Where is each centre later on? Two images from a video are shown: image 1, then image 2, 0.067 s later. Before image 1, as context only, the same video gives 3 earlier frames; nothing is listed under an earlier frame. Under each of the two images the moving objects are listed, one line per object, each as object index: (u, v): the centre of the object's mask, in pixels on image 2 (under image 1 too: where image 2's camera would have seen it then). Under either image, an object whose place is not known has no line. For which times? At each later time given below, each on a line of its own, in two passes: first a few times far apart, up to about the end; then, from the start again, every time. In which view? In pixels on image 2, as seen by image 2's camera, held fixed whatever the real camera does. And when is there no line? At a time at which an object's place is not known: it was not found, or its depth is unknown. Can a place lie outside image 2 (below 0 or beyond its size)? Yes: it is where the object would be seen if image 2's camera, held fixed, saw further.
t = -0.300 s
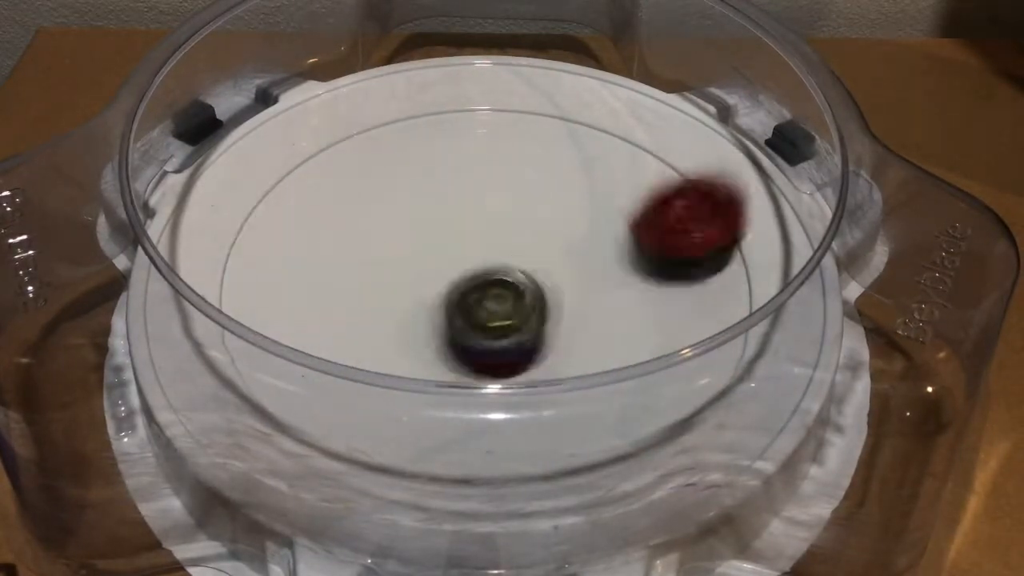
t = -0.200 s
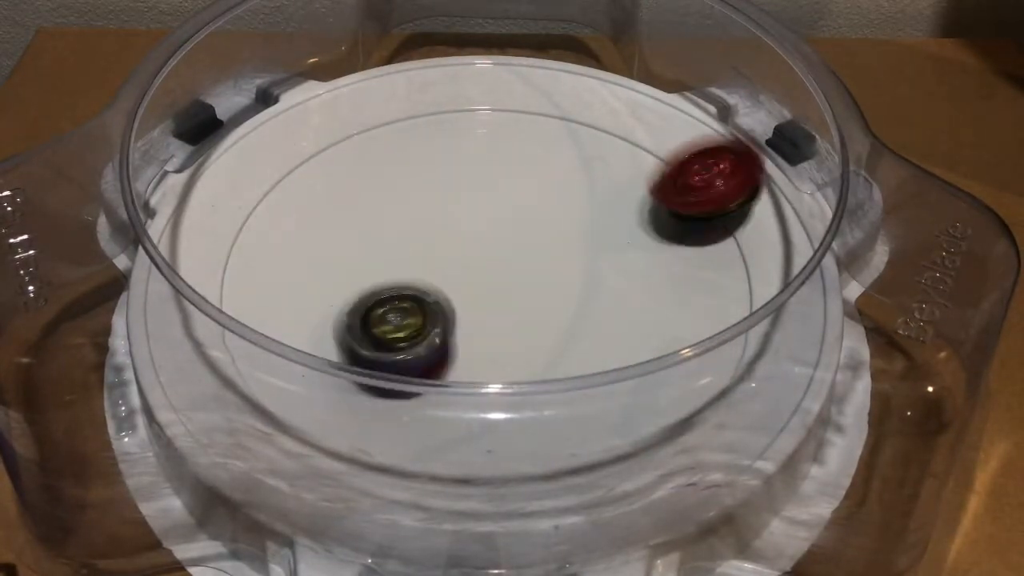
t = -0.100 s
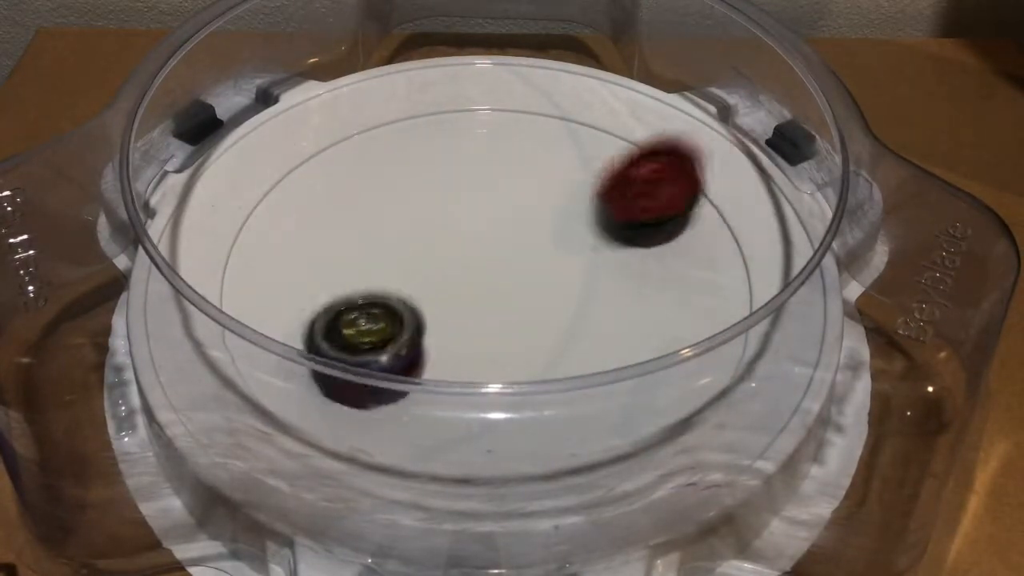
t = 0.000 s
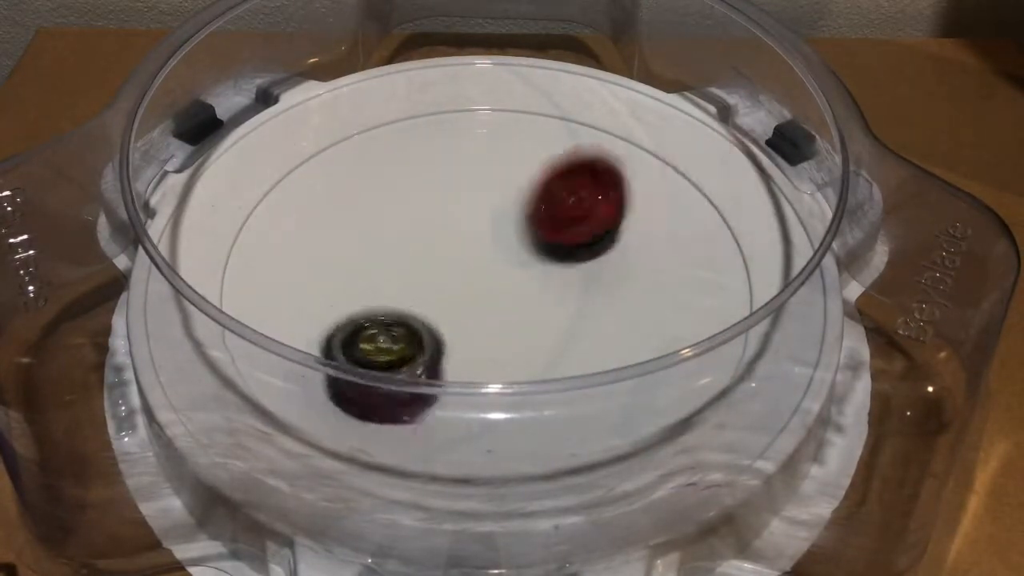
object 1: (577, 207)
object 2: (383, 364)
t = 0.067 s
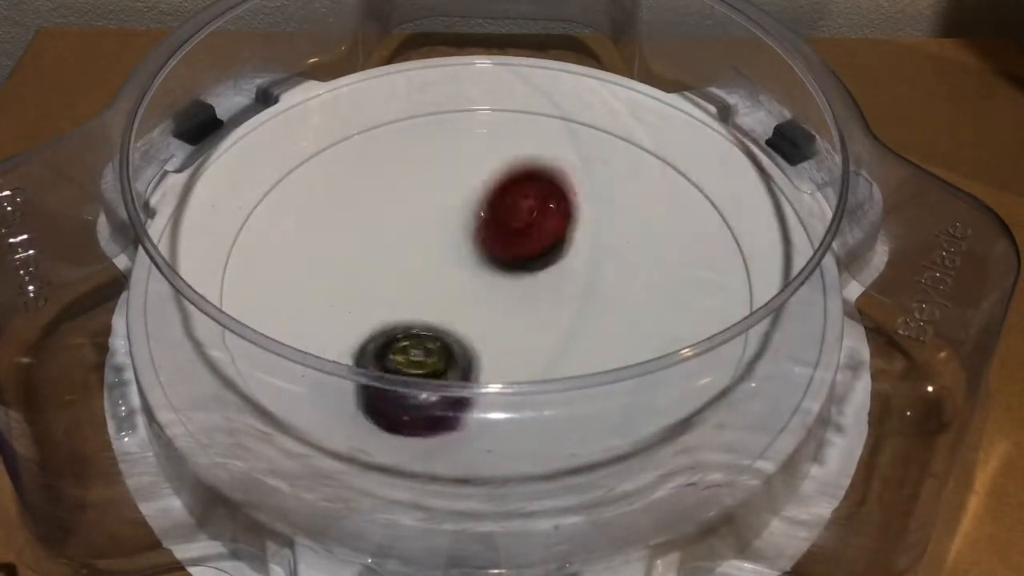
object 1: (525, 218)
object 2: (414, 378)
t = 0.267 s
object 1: (377, 222)
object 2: (514, 326)
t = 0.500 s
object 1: (320, 190)
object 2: (507, 226)
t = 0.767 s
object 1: (347, 282)
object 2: (477, 129)
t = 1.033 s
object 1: (360, 409)
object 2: (455, 127)
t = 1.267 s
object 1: (476, 397)
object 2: (512, 231)
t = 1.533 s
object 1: (603, 333)
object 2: (580, 226)
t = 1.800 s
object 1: (565, 392)
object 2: (532, 180)
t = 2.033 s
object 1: (465, 361)
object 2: (437, 213)
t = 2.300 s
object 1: (423, 354)
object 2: (398, 249)
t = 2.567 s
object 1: (469, 346)
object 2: (448, 256)
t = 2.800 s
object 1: (495, 305)
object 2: (501, 216)
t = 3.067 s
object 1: (458, 269)
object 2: (507, 177)
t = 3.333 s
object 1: (404, 301)
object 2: (521, 218)
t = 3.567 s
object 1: (439, 323)
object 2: (569, 247)
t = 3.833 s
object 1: (467, 293)
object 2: (601, 249)
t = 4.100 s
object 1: (428, 277)
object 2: (539, 258)
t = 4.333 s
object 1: (381, 297)
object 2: (561, 263)
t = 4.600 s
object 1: (460, 297)
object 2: (552, 238)
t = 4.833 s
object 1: (396, 326)
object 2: (570, 195)
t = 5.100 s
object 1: (374, 319)
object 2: (583, 197)
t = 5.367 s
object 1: (432, 252)
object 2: (532, 239)
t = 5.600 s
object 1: (389, 212)
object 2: (493, 252)
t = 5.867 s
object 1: (388, 248)
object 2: (490, 293)
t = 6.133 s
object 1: (440, 225)
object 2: (466, 315)
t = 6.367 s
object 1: (450, 184)
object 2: (454, 300)
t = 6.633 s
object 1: (457, 198)
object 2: (485, 296)
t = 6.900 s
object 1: (436, 221)
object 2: (494, 306)
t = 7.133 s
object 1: (422, 223)
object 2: (505, 292)
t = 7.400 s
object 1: (448, 219)
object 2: (516, 293)
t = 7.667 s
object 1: (447, 212)
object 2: (508, 285)
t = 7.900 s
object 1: (445, 216)
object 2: (510, 278)
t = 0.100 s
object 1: (499, 222)
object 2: (437, 379)
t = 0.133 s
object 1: (472, 225)
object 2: (459, 375)
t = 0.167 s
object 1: (447, 228)
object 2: (479, 364)
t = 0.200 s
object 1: (423, 228)
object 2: (494, 345)
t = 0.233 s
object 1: (399, 226)
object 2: (506, 337)
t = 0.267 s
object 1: (377, 222)
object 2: (514, 326)
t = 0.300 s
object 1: (358, 216)
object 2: (519, 311)
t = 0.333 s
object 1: (343, 210)
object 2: (522, 296)
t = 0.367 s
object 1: (330, 204)
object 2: (522, 281)
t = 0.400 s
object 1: (320, 198)
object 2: (520, 266)
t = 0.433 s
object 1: (316, 193)
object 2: (517, 252)
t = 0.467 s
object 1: (316, 190)
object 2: (513, 239)
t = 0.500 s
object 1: (320, 190)
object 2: (507, 226)
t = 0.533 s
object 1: (326, 192)
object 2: (500, 213)
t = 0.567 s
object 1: (335, 195)
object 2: (491, 202)
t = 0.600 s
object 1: (347, 198)
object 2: (482, 192)
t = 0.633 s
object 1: (362, 206)
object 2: (472, 183)
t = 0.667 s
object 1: (372, 218)
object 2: (465, 171)
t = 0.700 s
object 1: (363, 238)
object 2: (472, 152)
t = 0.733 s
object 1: (354, 260)
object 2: (476, 139)
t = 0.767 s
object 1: (347, 282)
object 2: (477, 129)
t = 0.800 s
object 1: (341, 302)
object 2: (476, 121)
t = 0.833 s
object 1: (338, 316)
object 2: (474, 114)
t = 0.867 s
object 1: (335, 342)
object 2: (472, 108)
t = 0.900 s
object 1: (336, 362)
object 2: (469, 104)
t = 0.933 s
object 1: (337, 377)
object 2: (464, 103)
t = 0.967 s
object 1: (342, 396)
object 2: (458, 106)
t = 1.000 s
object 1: (351, 407)
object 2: (456, 114)
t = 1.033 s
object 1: (360, 409)
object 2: (455, 127)
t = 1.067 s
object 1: (372, 418)
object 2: (458, 141)
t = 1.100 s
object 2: (464, 158)
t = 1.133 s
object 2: (472, 173)
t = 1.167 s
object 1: (420, 422)
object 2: (481, 189)
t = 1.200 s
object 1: (438, 411)
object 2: (491, 203)
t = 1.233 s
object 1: (458, 405)
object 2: (501, 217)
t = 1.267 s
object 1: (476, 397)
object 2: (512, 231)
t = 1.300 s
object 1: (501, 381)
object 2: (523, 244)
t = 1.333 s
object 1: (520, 363)
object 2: (533, 256)
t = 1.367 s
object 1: (541, 344)
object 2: (543, 263)
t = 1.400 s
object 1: (560, 343)
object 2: (555, 257)
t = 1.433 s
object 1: (577, 344)
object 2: (566, 244)
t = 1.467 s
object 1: (591, 342)
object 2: (574, 233)
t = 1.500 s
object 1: (599, 338)
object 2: (579, 227)
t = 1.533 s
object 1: (603, 333)
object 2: (580, 226)
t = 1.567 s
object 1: (605, 328)
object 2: (581, 229)
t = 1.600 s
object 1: (603, 320)
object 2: (580, 235)
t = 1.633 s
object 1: (598, 317)
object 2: (580, 235)
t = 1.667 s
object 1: (598, 330)
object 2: (577, 219)
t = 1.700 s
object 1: (595, 357)
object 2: (569, 201)
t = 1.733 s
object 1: (587, 373)
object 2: (559, 190)
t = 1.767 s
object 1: (574, 377)
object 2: (546, 184)
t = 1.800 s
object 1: (565, 392)
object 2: (532, 180)
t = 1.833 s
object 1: (553, 394)
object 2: (517, 178)
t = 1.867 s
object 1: (536, 380)
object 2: (503, 180)
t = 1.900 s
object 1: (521, 382)
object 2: (487, 183)
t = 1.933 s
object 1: (505, 379)
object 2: (474, 189)
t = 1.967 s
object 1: (491, 376)
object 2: (461, 196)
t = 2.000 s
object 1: (478, 369)
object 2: (448, 204)
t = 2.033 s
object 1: (465, 361)
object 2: (437, 213)
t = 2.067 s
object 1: (454, 343)
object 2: (429, 223)
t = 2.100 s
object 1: (443, 339)
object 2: (421, 234)
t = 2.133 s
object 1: (432, 334)
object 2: (416, 243)
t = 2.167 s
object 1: (423, 327)
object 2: (411, 251)
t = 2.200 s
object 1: (421, 331)
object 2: (405, 247)
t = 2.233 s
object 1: (421, 335)
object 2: (401, 245)
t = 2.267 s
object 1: (420, 352)
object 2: (400, 248)
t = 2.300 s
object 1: (423, 354)
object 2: (398, 249)
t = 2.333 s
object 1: (425, 355)
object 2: (395, 252)
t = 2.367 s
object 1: (429, 345)
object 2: (395, 257)
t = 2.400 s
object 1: (431, 344)
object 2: (398, 260)
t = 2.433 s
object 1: (435, 340)
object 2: (404, 263)
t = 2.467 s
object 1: (442, 340)
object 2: (414, 263)
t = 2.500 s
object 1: (453, 345)
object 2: (427, 263)
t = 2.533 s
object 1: (462, 347)
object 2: (437, 261)
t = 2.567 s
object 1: (469, 346)
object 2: (448, 256)
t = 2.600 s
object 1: (476, 344)
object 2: (458, 253)
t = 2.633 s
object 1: (481, 342)
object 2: (467, 247)
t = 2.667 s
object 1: (486, 338)
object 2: (476, 242)
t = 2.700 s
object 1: (488, 334)
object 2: (483, 237)
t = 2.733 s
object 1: (492, 324)
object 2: (491, 231)
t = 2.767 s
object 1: (493, 315)
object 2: (496, 222)
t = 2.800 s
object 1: (495, 305)
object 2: (501, 216)
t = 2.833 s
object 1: (493, 295)
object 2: (506, 211)
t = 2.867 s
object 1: (491, 287)
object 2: (513, 199)
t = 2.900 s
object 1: (485, 289)
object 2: (514, 196)
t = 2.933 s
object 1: (481, 283)
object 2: (516, 189)
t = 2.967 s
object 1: (476, 280)
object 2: (516, 184)
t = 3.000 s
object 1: (470, 276)
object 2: (514, 180)
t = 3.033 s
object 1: (464, 273)
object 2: (510, 178)
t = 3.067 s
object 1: (458, 269)
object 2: (507, 177)
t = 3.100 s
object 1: (452, 269)
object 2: (503, 180)
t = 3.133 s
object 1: (446, 266)
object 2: (500, 184)
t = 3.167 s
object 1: (440, 265)
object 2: (498, 190)
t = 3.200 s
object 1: (432, 267)
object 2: (497, 200)
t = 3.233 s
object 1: (423, 275)
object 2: (499, 207)
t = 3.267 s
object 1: (412, 286)
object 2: (506, 211)
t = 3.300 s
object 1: (405, 294)
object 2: (514, 214)
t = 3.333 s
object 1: (404, 301)
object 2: (521, 218)
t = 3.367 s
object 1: (404, 307)
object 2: (529, 223)
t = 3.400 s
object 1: (405, 313)
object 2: (536, 227)
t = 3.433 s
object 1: (409, 317)
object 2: (544, 232)
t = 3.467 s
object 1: (415, 319)
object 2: (551, 236)
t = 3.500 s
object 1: (423, 324)
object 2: (558, 240)
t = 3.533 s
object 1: (430, 323)
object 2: (564, 244)
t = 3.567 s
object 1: (439, 323)
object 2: (569, 247)
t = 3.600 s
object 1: (450, 322)
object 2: (573, 251)
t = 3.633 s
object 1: (462, 318)
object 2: (575, 255)
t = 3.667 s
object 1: (474, 315)
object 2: (577, 258)
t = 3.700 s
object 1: (485, 308)
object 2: (580, 259)
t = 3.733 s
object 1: (479, 303)
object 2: (590, 256)
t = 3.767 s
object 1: (475, 300)
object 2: (596, 255)
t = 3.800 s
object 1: (469, 297)
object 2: (601, 252)
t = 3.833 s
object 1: (467, 293)
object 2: (601, 249)
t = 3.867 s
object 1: (465, 291)
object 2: (600, 248)
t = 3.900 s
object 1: (462, 288)
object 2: (597, 246)
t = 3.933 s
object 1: (460, 285)
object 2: (591, 246)
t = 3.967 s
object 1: (456, 282)
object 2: (580, 247)
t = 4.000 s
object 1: (452, 280)
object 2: (571, 249)
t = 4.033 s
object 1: (447, 278)
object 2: (559, 251)
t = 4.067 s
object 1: (440, 275)
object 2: (548, 255)
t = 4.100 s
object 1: (428, 277)
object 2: (539, 258)
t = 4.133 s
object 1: (417, 278)
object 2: (533, 261)
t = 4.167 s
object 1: (410, 279)
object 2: (524, 266)
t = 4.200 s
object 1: (402, 282)
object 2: (525, 269)
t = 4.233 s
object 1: (387, 286)
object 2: (533, 269)
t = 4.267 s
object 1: (380, 289)
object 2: (544, 268)
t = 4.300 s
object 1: (379, 294)
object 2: (553, 266)
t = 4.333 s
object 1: (381, 297)
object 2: (561, 263)
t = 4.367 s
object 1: (387, 300)
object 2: (566, 259)
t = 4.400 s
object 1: (393, 302)
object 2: (568, 255)
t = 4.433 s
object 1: (404, 304)
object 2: (569, 252)
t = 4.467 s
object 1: (414, 307)
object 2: (567, 250)
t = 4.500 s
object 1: (429, 305)
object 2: (563, 248)
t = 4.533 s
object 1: (443, 302)
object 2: (557, 246)
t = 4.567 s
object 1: (458, 299)
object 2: (551, 244)
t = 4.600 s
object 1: (460, 297)
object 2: (552, 238)
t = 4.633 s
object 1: (467, 299)
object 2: (549, 235)
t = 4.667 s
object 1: (469, 302)
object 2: (545, 233)
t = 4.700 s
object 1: (471, 302)
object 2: (541, 231)
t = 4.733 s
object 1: (464, 304)
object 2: (540, 228)
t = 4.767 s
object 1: (439, 315)
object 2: (555, 212)
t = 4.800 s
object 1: (417, 324)
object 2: (565, 202)
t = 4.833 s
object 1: (396, 326)
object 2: (570, 195)
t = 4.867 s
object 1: (378, 326)
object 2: (574, 191)
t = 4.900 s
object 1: (372, 327)
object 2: (575, 188)
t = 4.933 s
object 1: (369, 328)
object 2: (579, 186)
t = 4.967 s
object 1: (365, 328)
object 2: (584, 185)
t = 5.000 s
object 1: (361, 327)
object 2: (585, 185)
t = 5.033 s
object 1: (362, 328)
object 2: (586, 188)
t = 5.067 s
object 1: (367, 325)
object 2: (586, 192)
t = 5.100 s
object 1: (374, 319)
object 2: (583, 197)
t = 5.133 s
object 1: (384, 315)
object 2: (580, 202)
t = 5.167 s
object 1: (394, 309)
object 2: (574, 209)
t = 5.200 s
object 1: (405, 300)
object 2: (569, 216)
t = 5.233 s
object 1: (414, 291)
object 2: (562, 222)
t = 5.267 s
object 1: (421, 281)
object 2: (555, 228)
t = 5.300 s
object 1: (426, 271)
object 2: (548, 233)
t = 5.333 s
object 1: (430, 261)
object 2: (539, 236)
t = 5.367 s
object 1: (432, 252)
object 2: (532, 239)
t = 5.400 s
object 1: (427, 242)
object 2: (532, 239)
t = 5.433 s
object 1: (421, 234)
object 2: (531, 241)
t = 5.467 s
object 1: (415, 228)
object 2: (524, 242)
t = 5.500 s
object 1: (408, 222)
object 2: (517, 244)
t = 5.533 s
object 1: (398, 217)
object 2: (508, 246)
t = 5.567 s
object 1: (392, 214)
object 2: (500, 250)
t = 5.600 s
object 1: (389, 212)
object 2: (493, 252)
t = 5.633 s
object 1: (386, 213)
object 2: (488, 254)
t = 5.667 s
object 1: (383, 215)
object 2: (482, 258)
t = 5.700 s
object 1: (381, 219)
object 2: (478, 262)
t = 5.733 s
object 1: (380, 226)
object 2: (481, 269)
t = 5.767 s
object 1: (379, 232)
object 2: (484, 276)
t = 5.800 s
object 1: (382, 238)
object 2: (486, 282)
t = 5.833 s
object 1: (385, 244)
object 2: (489, 288)
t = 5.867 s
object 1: (388, 248)
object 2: (490, 293)
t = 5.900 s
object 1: (395, 251)
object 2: (489, 297)
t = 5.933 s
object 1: (405, 251)
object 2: (489, 303)
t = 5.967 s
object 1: (411, 247)
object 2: (491, 309)
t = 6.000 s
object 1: (418, 242)
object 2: (491, 311)
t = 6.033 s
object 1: (424, 238)
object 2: (485, 312)
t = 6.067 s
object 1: (431, 233)
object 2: (477, 312)
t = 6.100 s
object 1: (437, 230)
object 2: (470, 313)
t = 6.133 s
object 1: (440, 225)
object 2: (466, 315)
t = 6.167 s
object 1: (442, 218)
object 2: (464, 316)
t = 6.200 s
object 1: (445, 207)
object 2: (461, 314)
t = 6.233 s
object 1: (448, 199)
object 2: (455, 310)
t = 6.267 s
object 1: (451, 193)
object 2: (450, 308)
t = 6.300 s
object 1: (451, 189)
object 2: (451, 305)
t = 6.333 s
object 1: (452, 186)
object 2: (451, 301)
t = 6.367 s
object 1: (450, 184)
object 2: (454, 300)
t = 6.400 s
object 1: (449, 184)
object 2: (457, 297)
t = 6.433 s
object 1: (451, 186)
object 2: (460, 295)
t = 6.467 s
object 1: (457, 187)
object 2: (464, 295)
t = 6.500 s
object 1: (462, 190)
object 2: (468, 294)
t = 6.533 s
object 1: (462, 191)
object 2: (471, 294)
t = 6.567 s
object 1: (461, 193)
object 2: (476, 294)
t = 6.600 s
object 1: (459, 196)
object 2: (481, 294)
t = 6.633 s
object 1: (457, 198)
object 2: (485, 296)
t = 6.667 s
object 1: (456, 201)
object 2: (488, 297)
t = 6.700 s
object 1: (455, 205)
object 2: (492, 299)
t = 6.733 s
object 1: (453, 207)
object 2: (494, 301)
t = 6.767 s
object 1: (451, 212)
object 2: (494, 304)
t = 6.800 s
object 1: (448, 214)
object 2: (496, 305)
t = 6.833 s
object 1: (445, 217)
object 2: (495, 307)
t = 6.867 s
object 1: (441, 220)
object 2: (495, 307)
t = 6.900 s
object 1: (436, 221)
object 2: (494, 306)
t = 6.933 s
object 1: (431, 221)
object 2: (495, 306)
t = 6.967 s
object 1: (428, 222)
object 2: (496, 304)
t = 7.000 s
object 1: (424, 223)
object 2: (495, 302)
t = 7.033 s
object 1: (421, 223)
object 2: (498, 300)
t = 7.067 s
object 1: (420, 223)
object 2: (499, 296)
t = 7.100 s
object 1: (420, 223)
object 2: (500, 294)
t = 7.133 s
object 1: (422, 223)
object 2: (505, 292)
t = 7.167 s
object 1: (425, 223)
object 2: (507, 289)
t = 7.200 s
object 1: (428, 223)
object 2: (510, 289)
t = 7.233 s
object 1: (431, 222)
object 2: (512, 288)
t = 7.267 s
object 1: (433, 222)
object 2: (514, 290)
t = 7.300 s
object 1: (437, 221)
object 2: (514, 290)
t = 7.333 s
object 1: (441, 221)
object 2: (516, 291)
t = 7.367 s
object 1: (444, 219)
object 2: (515, 292)
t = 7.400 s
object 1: (448, 219)
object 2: (516, 293)
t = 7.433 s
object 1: (449, 217)
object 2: (514, 294)
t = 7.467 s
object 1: (450, 216)
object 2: (514, 293)
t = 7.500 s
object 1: (450, 214)
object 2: (512, 292)
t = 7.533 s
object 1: (450, 214)
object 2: (513, 292)
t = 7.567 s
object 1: (450, 213)
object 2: (510, 289)
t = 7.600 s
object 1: (449, 213)
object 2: (510, 288)
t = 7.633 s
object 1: (448, 213)
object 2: (508, 285)
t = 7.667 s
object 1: (447, 212)
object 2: (508, 285)
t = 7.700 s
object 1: (447, 212)
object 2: (507, 281)
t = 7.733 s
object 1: (447, 212)
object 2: (509, 279)
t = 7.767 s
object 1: (445, 211)
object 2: (510, 279)
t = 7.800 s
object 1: (445, 212)
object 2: (513, 277)
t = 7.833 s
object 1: (445, 213)
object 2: (513, 278)
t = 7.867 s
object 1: (445, 215)
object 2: (511, 278)
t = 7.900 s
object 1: (445, 216)
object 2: (510, 278)
